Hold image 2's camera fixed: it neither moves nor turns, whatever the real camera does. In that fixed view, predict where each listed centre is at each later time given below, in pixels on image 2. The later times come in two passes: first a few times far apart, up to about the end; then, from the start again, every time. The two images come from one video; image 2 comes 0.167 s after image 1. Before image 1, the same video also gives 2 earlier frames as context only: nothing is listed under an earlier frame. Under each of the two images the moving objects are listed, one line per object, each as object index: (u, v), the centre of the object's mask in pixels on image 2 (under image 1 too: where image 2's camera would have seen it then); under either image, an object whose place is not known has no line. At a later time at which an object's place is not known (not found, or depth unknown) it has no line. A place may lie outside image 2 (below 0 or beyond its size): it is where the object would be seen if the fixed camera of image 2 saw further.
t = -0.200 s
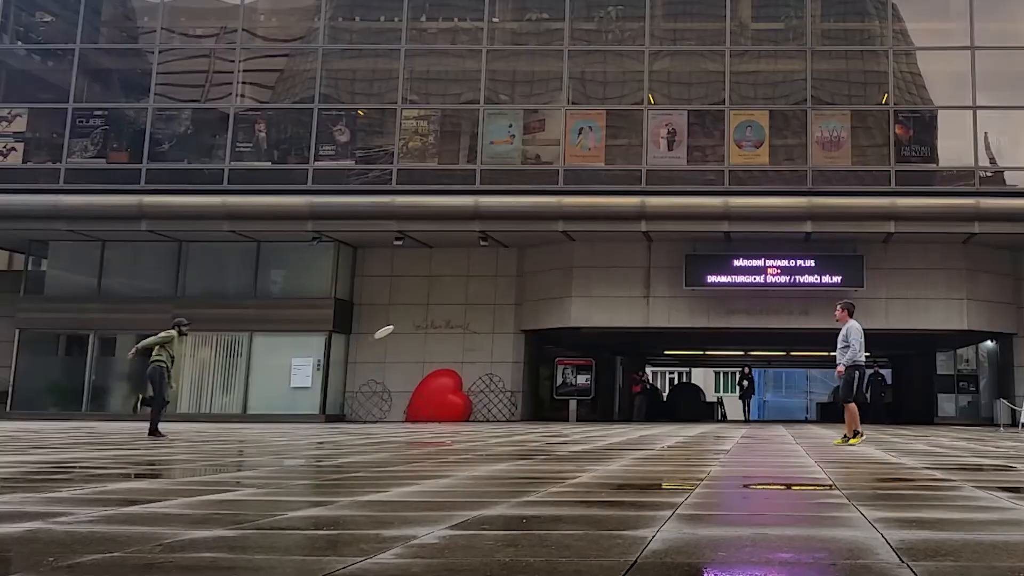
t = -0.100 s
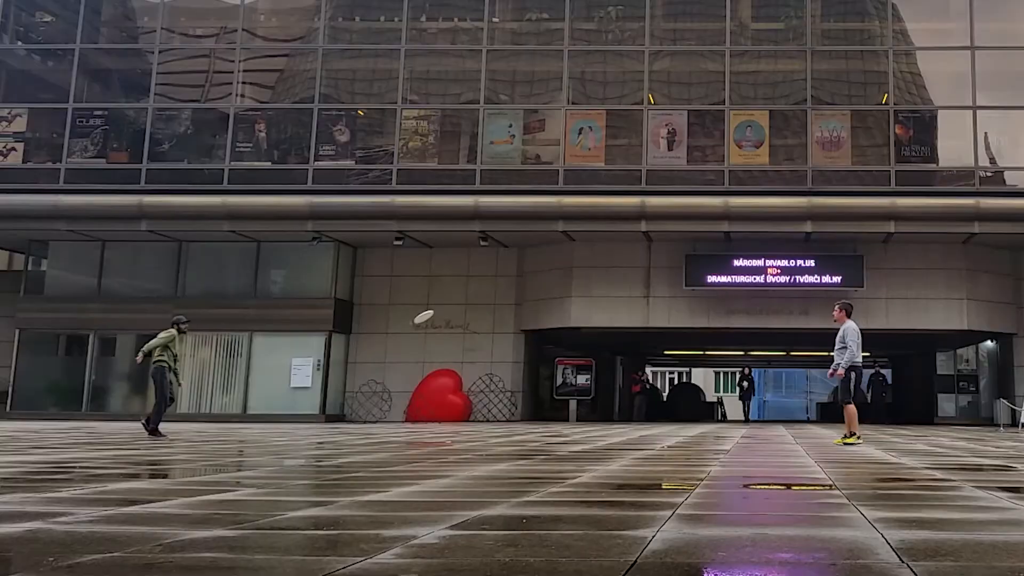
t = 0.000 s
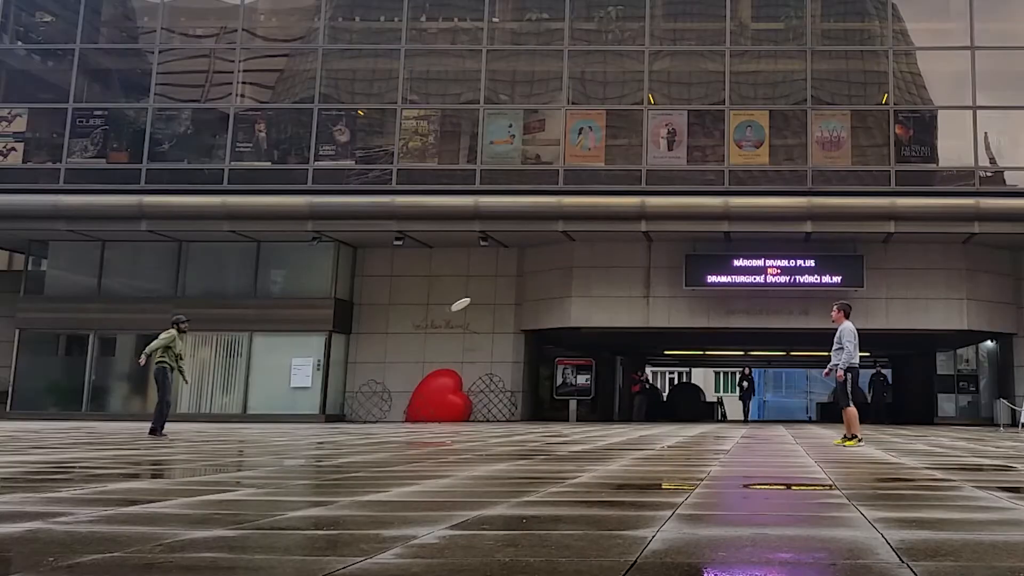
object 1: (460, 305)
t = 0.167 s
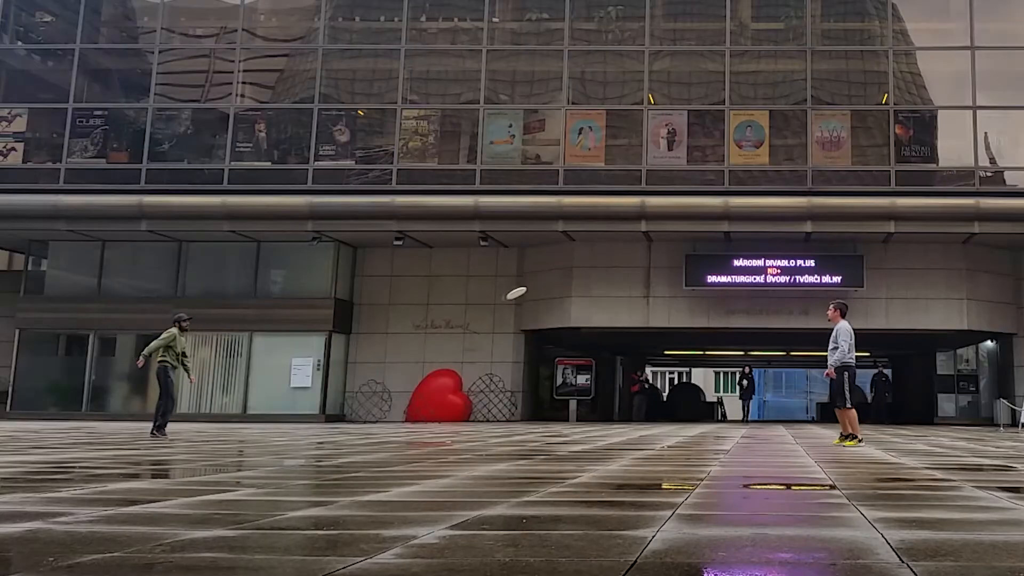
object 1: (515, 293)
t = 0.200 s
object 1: (526, 292)
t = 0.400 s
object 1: (585, 296)
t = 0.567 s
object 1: (628, 308)
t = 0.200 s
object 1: (526, 292)
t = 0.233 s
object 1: (536, 292)
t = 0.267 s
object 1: (546, 292)
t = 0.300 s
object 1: (557, 293)
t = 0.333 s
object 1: (566, 294)
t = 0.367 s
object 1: (576, 295)
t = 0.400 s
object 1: (585, 296)
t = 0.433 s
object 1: (594, 298)
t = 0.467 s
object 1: (603, 300)
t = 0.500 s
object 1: (611, 302)
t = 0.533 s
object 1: (620, 305)
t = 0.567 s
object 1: (628, 308)
